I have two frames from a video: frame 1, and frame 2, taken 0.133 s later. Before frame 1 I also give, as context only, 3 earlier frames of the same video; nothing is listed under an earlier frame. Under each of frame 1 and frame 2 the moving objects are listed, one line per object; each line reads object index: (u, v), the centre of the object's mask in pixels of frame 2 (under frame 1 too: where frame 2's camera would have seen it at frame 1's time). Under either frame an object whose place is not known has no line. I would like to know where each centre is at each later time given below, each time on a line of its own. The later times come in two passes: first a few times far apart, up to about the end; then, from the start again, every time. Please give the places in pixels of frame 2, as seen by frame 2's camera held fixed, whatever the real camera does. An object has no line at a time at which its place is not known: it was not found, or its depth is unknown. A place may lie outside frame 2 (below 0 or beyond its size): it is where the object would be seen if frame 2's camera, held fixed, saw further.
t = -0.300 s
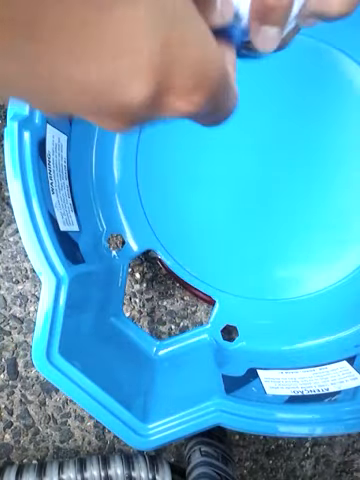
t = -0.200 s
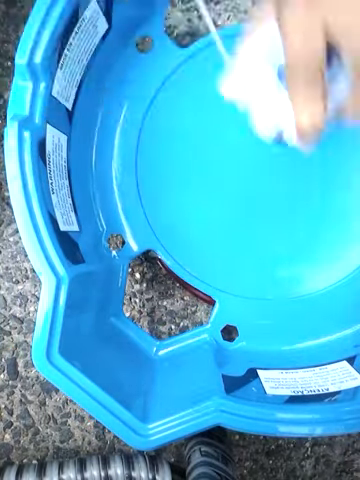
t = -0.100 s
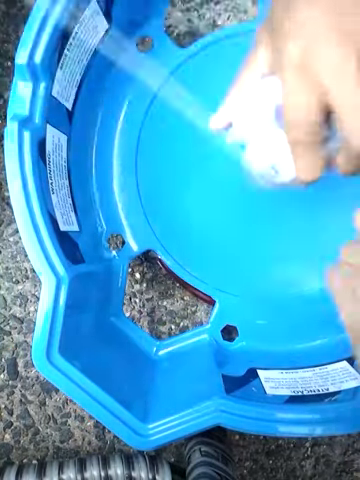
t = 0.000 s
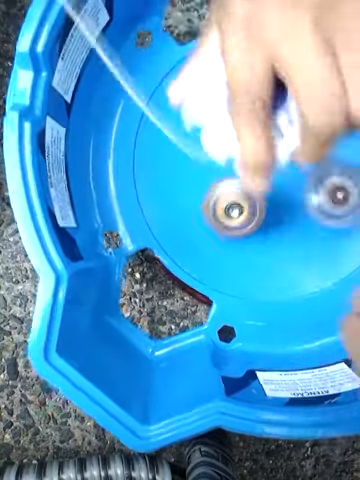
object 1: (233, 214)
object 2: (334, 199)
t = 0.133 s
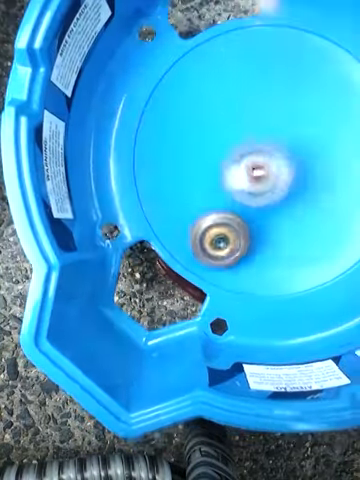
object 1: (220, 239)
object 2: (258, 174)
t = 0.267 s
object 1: (213, 227)
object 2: (222, 162)
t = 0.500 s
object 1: (159, 195)
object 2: (241, 186)
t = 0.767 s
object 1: (174, 199)
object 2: (271, 238)
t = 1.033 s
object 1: (206, 248)
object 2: (303, 208)
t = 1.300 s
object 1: (276, 266)
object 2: (283, 156)
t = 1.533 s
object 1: (308, 262)
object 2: (244, 151)
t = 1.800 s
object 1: (333, 201)
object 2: (248, 169)
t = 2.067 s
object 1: (341, 154)
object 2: (282, 176)
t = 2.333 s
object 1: (322, 118)
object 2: (269, 164)
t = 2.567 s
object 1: (288, 104)
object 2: (270, 174)
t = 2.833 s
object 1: (243, 110)
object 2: (279, 170)
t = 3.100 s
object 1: (226, 133)
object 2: (285, 173)
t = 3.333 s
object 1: (215, 157)
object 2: (291, 174)
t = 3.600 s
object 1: (215, 156)
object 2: (282, 173)
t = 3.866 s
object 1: (264, 129)
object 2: (321, 186)
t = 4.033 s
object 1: (291, 135)
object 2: (341, 197)
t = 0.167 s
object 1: (221, 238)
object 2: (240, 172)
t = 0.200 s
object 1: (221, 239)
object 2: (233, 168)
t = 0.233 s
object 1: (218, 232)
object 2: (225, 165)
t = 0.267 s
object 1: (213, 227)
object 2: (222, 162)
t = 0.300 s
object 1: (202, 227)
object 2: (221, 159)
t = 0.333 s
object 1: (190, 231)
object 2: (221, 161)
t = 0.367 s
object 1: (178, 230)
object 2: (223, 164)
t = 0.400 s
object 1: (166, 227)
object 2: (226, 167)
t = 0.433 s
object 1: (153, 221)
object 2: (230, 172)
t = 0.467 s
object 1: (153, 209)
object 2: (235, 179)
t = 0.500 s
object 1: (159, 195)
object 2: (241, 186)
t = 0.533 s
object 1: (163, 184)
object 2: (247, 194)
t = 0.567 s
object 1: (165, 175)
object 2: (253, 203)
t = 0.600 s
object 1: (166, 171)
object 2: (257, 212)
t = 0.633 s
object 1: (167, 172)
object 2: (260, 221)
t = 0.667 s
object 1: (168, 176)
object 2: (262, 228)
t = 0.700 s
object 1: (170, 183)
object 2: (264, 233)
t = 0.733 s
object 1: (171, 190)
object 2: (267, 236)
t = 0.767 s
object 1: (174, 199)
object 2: (271, 238)
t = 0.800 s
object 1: (177, 207)
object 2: (276, 238)
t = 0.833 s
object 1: (181, 215)
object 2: (281, 237)
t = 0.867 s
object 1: (184, 223)
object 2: (287, 235)
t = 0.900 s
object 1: (188, 231)
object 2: (291, 231)
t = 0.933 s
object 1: (191, 237)
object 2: (295, 227)
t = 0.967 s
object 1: (196, 241)
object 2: (299, 221)
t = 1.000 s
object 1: (200, 245)
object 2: (301, 215)
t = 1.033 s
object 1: (206, 248)
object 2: (303, 208)
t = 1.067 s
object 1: (214, 250)
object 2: (304, 201)
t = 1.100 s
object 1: (222, 253)
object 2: (304, 194)
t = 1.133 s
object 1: (232, 254)
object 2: (304, 187)
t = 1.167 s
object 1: (242, 256)
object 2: (301, 180)
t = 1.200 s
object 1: (251, 259)
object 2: (299, 173)
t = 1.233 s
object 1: (260, 262)
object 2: (294, 167)
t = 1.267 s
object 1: (268, 264)
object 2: (289, 161)
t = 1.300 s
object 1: (276, 266)
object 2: (283, 156)
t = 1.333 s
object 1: (284, 268)
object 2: (276, 152)
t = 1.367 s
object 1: (290, 269)
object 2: (270, 149)
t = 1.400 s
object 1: (296, 270)
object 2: (263, 149)
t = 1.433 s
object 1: (300, 269)
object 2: (257, 149)
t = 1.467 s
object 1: (303, 268)
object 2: (252, 149)
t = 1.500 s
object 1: (306, 266)
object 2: (248, 150)
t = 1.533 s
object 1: (308, 262)
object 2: (244, 151)
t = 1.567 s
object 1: (311, 257)
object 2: (241, 153)
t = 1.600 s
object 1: (314, 251)
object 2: (239, 154)
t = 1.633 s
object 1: (317, 243)
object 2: (238, 156)
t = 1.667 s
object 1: (320, 234)
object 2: (237, 158)
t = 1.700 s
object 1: (324, 226)
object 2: (238, 160)
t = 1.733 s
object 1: (328, 217)
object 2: (240, 163)
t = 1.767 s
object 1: (331, 209)
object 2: (243, 166)
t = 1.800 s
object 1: (333, 201)
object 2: (248, 169)
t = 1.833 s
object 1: (335, 192)
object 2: (253, 172)
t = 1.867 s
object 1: (337, 185)
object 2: (259, 175)
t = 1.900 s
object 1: (339, 178)
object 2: (265, 178)
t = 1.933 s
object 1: (340, 172)
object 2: (269, 180)
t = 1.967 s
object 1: (341, 166)
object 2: (273, 181)
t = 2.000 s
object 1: (342, 162)
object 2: (277, 181)
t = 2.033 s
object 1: (342, 158)
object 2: (280, 179)
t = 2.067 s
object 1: (341, 154)
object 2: (282, 176)
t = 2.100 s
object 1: (340, 150)
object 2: (282, 172)
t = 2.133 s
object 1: (341, 145)
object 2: (275, 169)
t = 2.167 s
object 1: (341, 139)
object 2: (271, 166)
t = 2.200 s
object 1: (341, 135)
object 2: (269, 166)
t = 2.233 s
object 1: (337, 132)
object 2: (268, 165)
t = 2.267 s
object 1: (333, 129)
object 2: (268, 164)
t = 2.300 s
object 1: (327, 125)
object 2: (269, 165)
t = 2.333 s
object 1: (322, 118)
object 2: (269, 164)
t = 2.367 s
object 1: (319, 115)
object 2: (266, 167)
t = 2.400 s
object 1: (314, 111)
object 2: (264, 169)
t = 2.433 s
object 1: (309, 106)
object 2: (263, 167)
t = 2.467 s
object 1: (304, 105)
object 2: (264, 168)
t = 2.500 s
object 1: (299, 105)
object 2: (266, 169)
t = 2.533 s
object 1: (294, 104)
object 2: (268, 172)
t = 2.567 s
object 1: (288, 104)
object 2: (270, 174)
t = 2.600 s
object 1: (282, 104)
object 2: (272, 176)
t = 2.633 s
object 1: (277, 105)
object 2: (274, 176)
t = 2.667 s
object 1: (271, 105)
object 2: (276, 174)
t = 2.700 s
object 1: (264, 107)
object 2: (277, 174)
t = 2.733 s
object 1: (258, 108)
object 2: (277, 174)
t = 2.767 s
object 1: (251, 109)
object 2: (277, 173)
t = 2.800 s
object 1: (247, 109)
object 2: (279, 172)
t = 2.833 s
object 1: (243, 110)
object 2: (279, 170)
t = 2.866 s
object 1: (240, 113)
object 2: (280, 168)
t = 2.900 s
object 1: (238, 115)
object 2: (282, 169)
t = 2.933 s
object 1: (234, 117)
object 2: (282, 170)
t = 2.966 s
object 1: (233, 119)
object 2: (282, 170)
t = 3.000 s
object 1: (231, 123)
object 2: (282, 170)
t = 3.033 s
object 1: (230, 128)
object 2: (282, 170)
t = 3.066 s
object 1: (227, 130)
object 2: (284, 172)
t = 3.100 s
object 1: (226, 133)
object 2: (285, 173)
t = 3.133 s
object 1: (224, 136)
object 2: (287, 174)
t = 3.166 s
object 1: (223, 140)
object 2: (288, 174)
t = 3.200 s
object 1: (222, 143)
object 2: (289, 174)
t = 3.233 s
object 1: (221, 147)
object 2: (289, 174)
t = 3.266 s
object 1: (219, 151)
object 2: (290, 174)
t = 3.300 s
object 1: (217, 155)
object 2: (291, 174)
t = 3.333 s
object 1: (215, 157)
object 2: (291, 174)
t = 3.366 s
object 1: (213, 159)
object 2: (291, 173)
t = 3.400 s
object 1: (210, 160)
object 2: (291, 171)
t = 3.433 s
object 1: (209, 162)
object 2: (290, 171)
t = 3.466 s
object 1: (208, 161)
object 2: (288, 170)
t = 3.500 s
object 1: (208, 161)
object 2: (287, 170)
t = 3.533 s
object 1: (209, 160)
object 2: (284, 170)
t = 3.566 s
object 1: (213, 158)
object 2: (283, 171)
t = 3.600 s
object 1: (215, 156)
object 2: (282, 173)
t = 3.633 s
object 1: (217, 153)
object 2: (287, 175)
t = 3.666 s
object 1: (222, 149)
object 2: (290, 176)
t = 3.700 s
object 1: (229, 146)
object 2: (293, 176)
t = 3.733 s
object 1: (236, 143)
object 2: (296, 174)
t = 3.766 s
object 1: (240, 136)
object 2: (304, 179)
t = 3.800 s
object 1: (247, 132)
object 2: (311, 183)
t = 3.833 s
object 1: (255, 130)
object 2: (316, 185)
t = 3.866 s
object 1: (264, 129)
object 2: (321, 186)
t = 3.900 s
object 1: (273, 130)
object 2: (325, 186)
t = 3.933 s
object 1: (282, 133)
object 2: (330, 185)
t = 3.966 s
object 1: (286, 134)
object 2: (335, 189)
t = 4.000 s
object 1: (288, 134)
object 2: (339, 195)
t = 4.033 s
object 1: (291, 135)
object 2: (341, 197)
